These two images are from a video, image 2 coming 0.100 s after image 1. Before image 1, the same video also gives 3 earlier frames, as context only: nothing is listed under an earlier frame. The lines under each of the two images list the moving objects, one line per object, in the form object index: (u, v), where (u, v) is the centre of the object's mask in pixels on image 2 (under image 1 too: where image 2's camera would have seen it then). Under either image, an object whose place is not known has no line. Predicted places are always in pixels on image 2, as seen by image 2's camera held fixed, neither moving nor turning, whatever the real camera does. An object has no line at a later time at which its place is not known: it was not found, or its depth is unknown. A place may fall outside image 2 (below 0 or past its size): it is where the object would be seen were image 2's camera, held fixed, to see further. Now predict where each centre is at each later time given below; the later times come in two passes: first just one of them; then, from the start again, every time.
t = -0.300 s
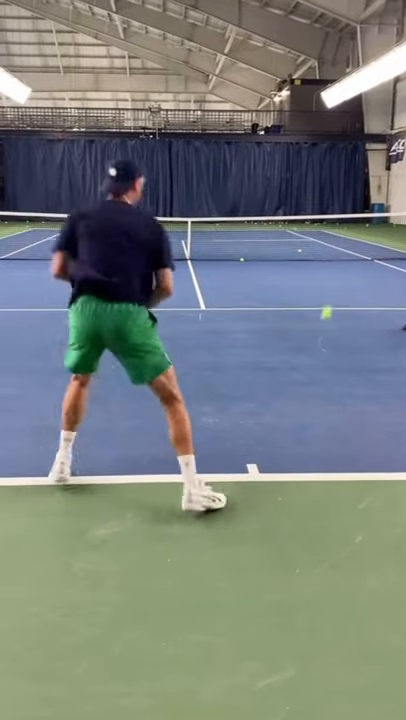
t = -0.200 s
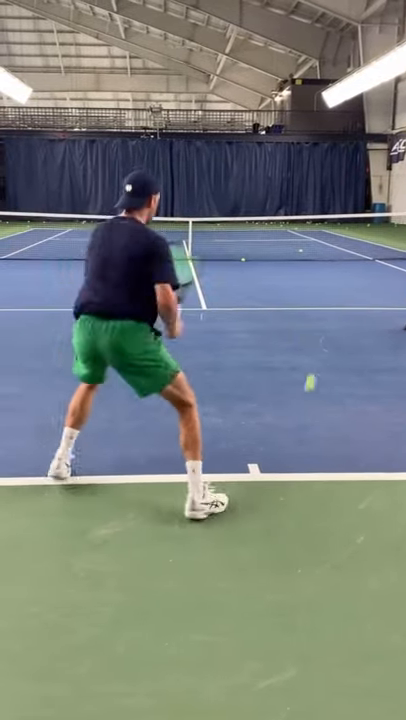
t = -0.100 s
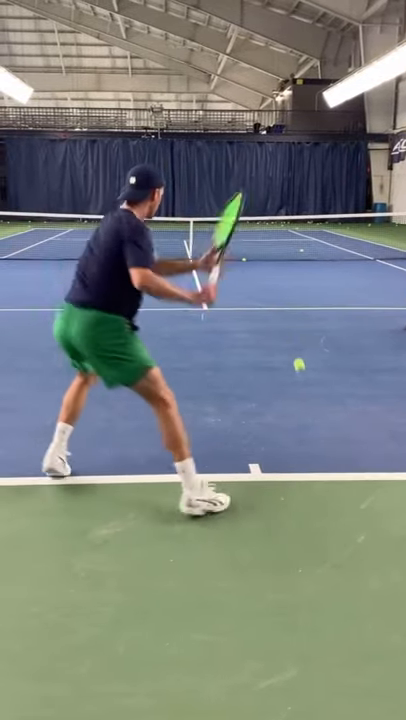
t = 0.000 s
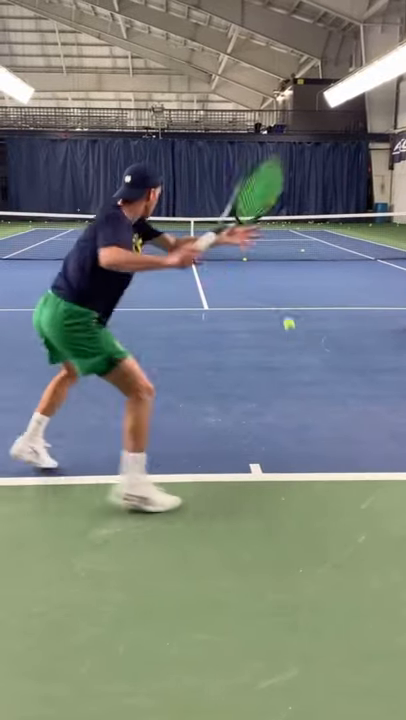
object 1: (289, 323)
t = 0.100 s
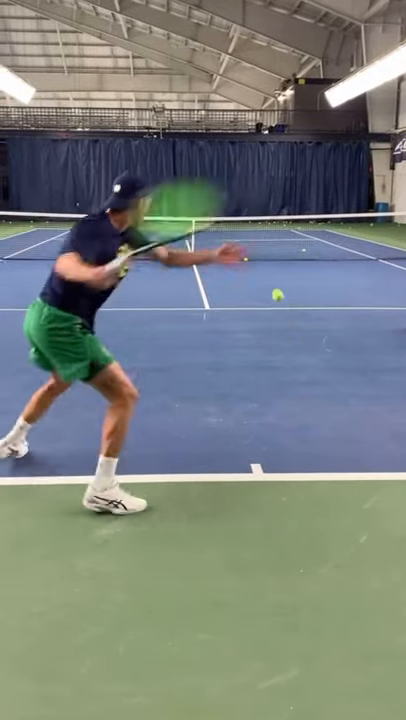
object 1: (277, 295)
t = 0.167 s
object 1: (268, 283)
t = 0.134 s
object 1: (272, 288)
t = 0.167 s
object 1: (268, 283)
